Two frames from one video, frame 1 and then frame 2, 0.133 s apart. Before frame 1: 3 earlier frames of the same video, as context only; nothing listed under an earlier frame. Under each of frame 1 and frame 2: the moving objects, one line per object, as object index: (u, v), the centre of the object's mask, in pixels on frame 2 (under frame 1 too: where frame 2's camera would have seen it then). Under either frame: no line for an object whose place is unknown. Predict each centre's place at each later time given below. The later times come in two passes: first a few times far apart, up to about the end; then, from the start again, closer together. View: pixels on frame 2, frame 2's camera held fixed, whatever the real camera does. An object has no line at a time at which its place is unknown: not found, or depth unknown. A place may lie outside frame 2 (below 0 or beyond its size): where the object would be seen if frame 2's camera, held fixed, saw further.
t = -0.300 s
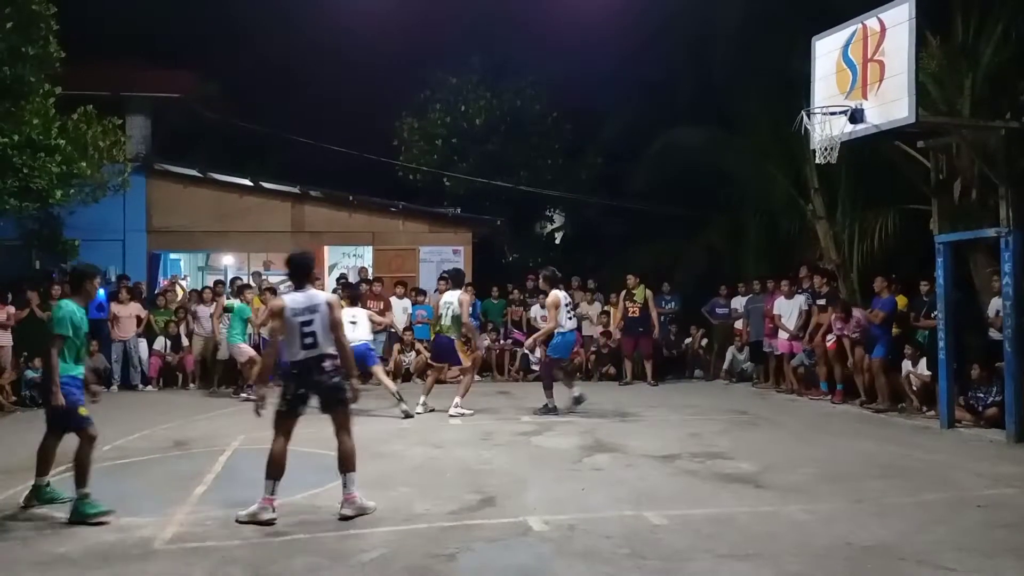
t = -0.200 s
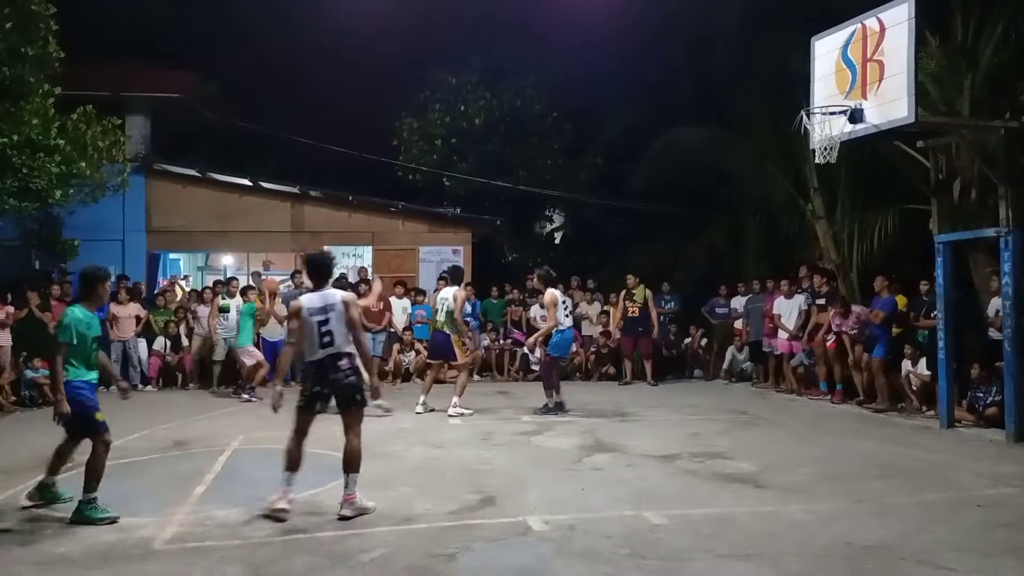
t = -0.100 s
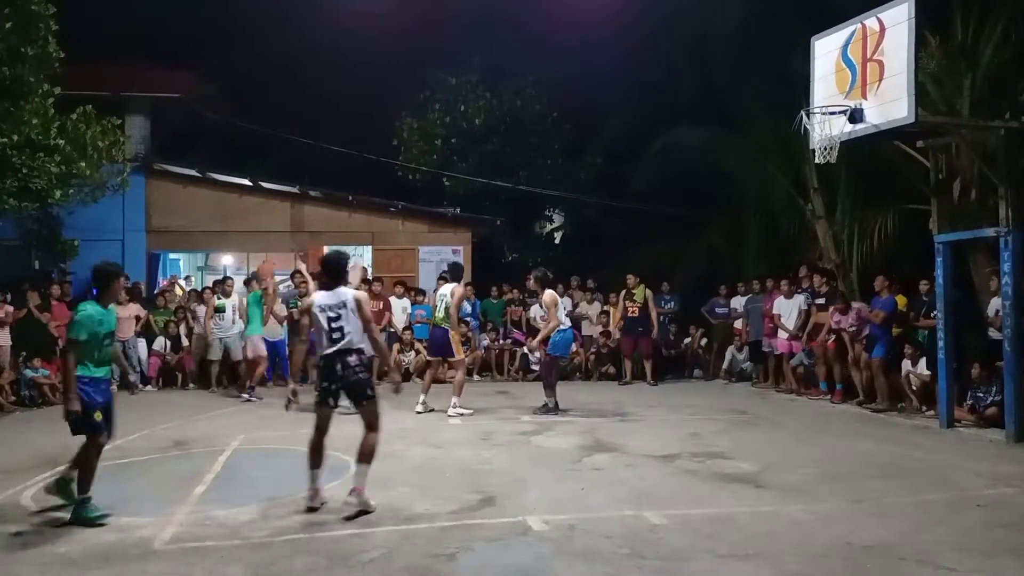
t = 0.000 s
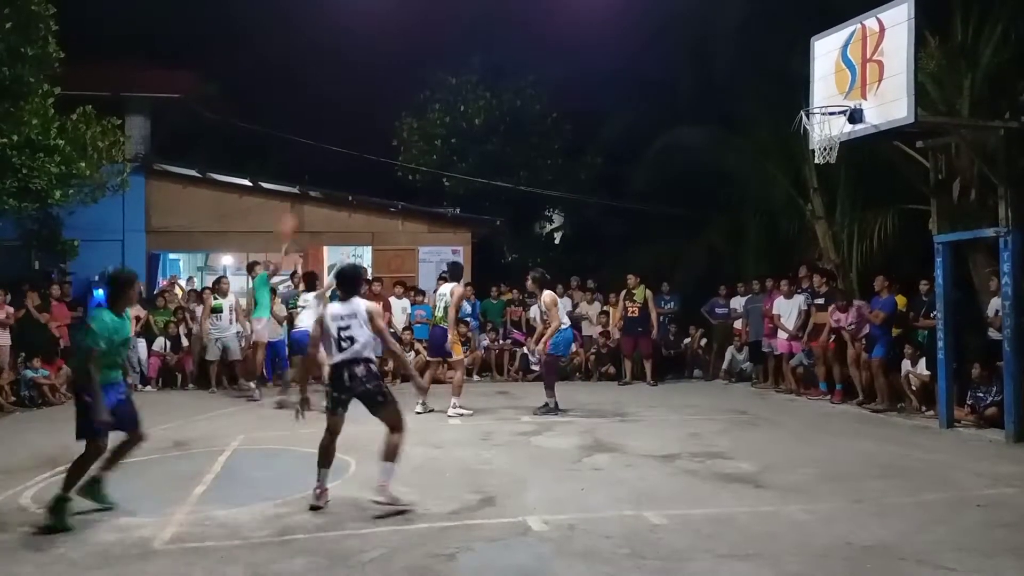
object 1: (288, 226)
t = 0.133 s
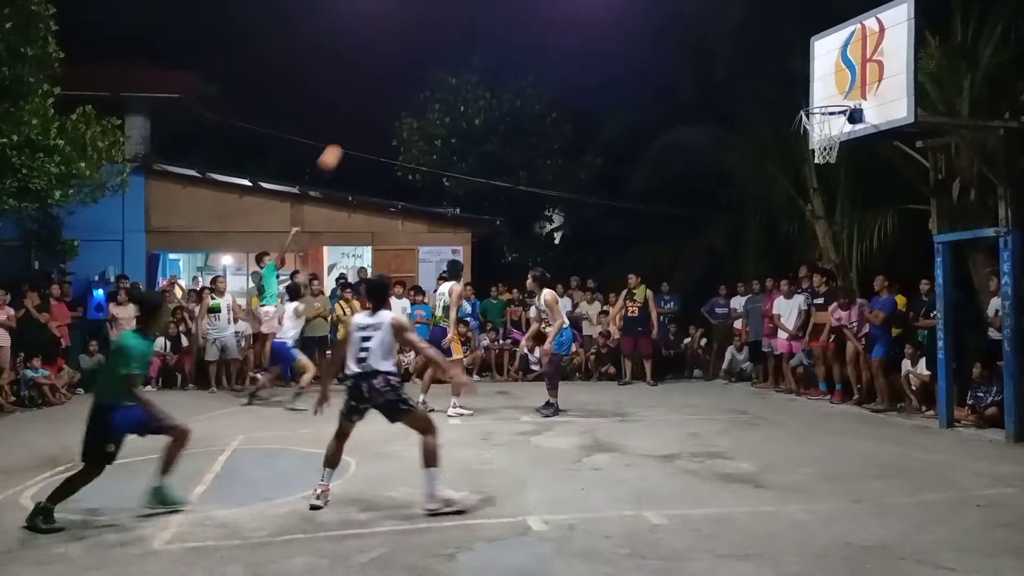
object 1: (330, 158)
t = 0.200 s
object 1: (354, 127)
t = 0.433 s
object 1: (438, 44)
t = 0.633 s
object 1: (518, 7)
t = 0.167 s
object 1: (342, 142)
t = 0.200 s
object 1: (354, 127)
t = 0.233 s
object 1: (365, 113)
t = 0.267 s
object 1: (377, 99)
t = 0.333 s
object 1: (401, 75)
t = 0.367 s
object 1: (413, 64)
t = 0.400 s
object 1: (425, 54)
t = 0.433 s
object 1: (438, 44)
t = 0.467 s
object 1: (451, 35)
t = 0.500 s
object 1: (464, 27)
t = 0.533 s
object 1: (477, 21)
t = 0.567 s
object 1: (490, 14)
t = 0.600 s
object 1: (504, 10)
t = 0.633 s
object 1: (518, 7)
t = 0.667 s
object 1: (531, 6)
